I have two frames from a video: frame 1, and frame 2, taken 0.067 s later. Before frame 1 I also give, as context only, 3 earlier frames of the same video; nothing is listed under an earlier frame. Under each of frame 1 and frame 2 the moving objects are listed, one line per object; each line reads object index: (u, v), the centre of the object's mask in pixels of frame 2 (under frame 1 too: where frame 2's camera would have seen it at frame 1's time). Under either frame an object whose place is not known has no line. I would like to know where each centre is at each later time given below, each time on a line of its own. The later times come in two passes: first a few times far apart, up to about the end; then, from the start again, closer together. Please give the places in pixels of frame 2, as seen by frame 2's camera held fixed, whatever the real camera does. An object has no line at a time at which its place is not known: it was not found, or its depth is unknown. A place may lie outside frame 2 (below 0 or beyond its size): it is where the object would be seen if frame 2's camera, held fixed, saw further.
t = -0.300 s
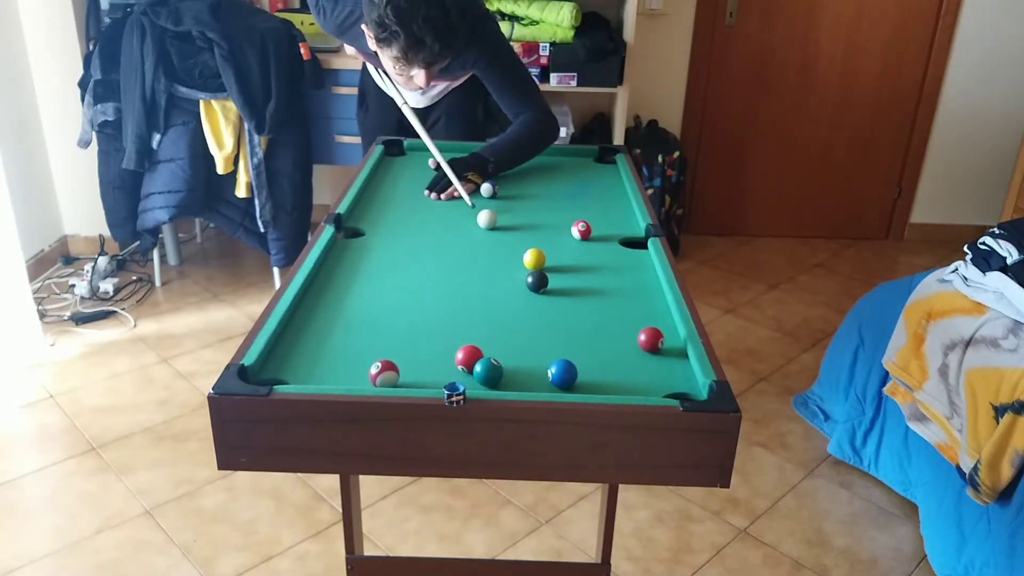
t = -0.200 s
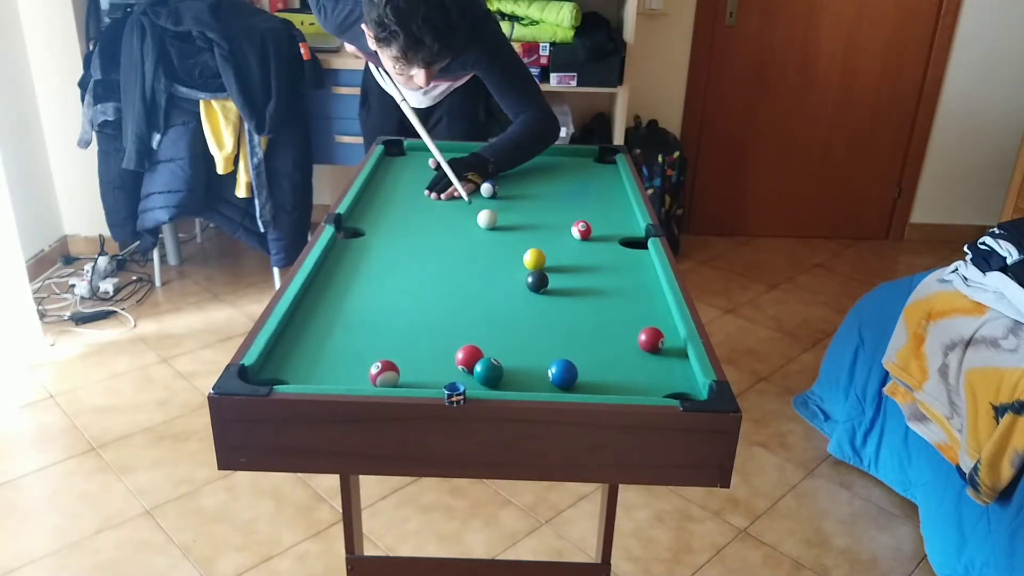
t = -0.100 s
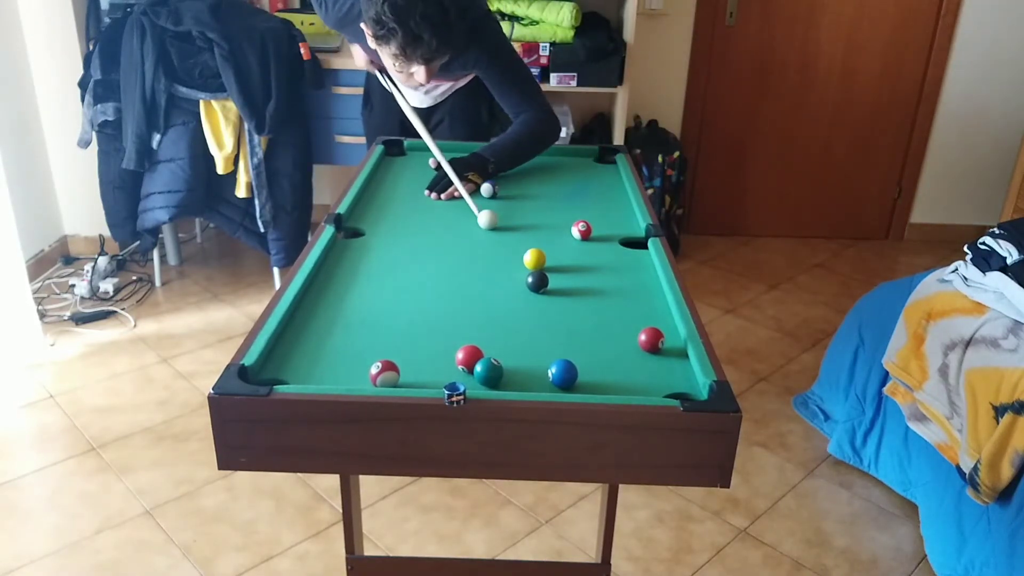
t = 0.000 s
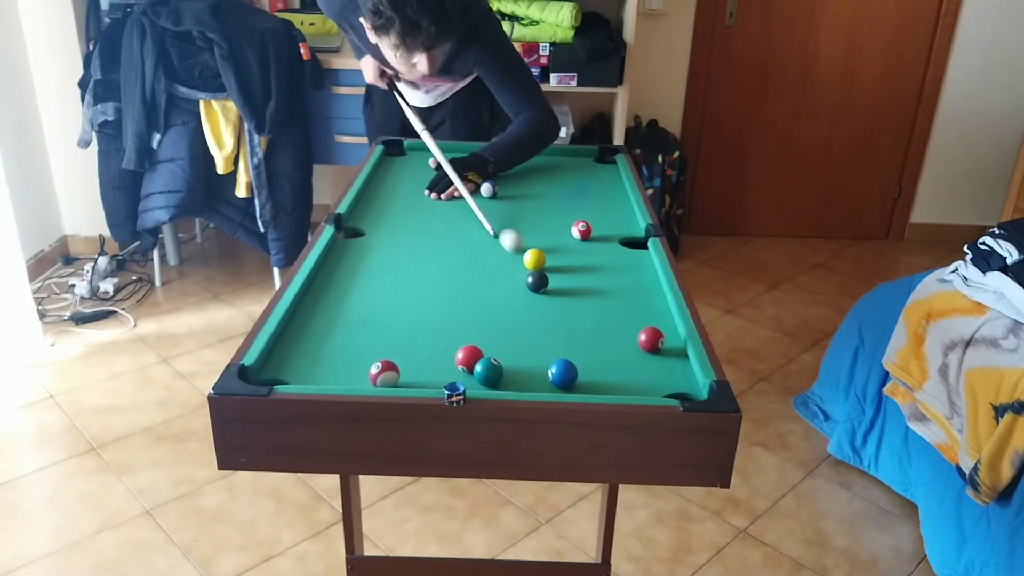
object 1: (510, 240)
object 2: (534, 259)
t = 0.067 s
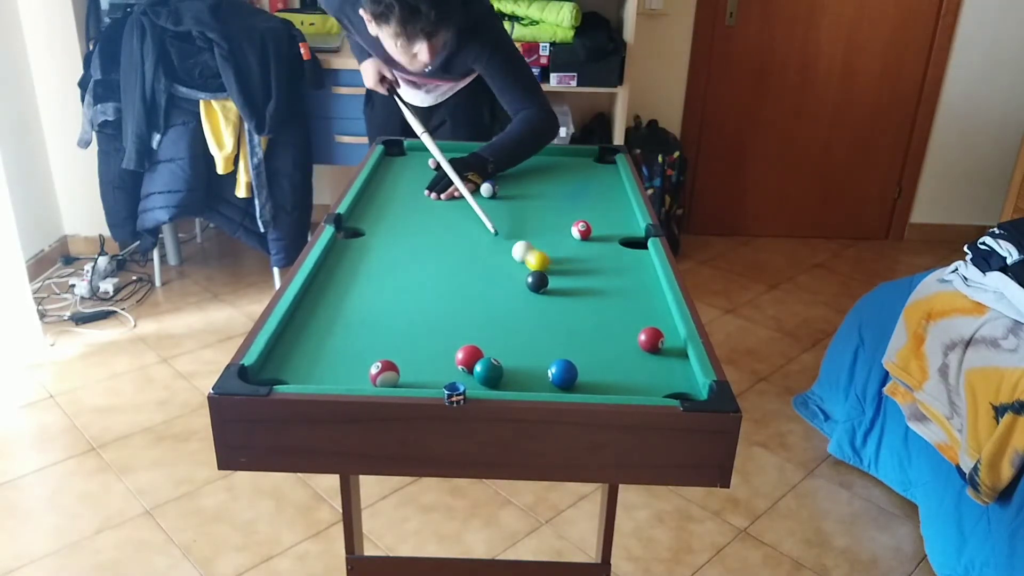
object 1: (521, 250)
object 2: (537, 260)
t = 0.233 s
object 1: (519, 255)
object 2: (571, 283)
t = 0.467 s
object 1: (517, 259)
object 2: (619, 313)
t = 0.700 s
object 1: (516, 261)
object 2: (660, 329)
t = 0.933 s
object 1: (517, 261)
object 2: (660, 334)
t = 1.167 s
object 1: (517, 261)
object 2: (653, 335)
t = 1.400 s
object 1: (517, 261)
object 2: (650, 335)
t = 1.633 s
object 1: (517, 261)
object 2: (650, 335)
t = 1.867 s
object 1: (517, 261)
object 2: (650, 335)
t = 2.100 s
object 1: (517, 261)
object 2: (650, 335)
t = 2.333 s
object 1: (517, 261)
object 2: (650, 335)
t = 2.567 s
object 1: (517, 261)
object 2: (650, 335)
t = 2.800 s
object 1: (517, 261)
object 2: (650, 335)
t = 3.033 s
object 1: (517, 261)
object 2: (650, 335)
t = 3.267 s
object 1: (517, 261)
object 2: (650, 335)
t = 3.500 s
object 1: (517, 261)
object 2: (650, 335)
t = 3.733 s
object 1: (517, 261)
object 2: (650, 335)
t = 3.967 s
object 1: (517, 261)
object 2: (650, 335)
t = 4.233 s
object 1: (517, 261)
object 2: (650, 335)
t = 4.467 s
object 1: (517, 261)
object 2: (650, 335)
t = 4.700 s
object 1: (517, 261)
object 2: (650, 335)
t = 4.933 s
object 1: (517, 261)
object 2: (650, 335)
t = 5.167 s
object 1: (517, 261)
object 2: (650, 335)
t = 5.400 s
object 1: (517, 261)
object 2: (650, 335)
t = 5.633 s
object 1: (517, 261)
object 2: (650, 335)
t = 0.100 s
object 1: (522, 252)
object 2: (545, 264)
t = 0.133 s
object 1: (521, 253)
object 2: (552, 270)
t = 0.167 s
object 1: (520, 254)
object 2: (558, 274)
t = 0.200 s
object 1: (520, 254)
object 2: (565, 279)
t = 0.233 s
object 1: (519, 255)
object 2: (571, 283)
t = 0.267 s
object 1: (519, 256)
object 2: (578, 287)
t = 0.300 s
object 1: (518, 256)
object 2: (584, 291)
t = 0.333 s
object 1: (518, 257)
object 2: (591, 296)
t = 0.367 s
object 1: (517, 258)
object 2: (598, 300)
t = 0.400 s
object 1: (517, 258)
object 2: (605, 304)
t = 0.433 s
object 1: (517, 259)
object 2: (612, 309)
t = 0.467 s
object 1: (517, 259)
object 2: (619, 313)
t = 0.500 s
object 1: (516, 259)
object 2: (626, 318)
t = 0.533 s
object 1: (516, 260)
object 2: (633, 321)
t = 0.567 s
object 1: (516, 260)
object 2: (640, 324)
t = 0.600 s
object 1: (516, 260)
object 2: (645, 326)
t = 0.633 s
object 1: (516, 261)
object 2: (650, 327)
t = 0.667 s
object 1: (516, 261)
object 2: (655, 328)
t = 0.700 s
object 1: (516, 261)
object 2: (660, 329)
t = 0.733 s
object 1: (516, 261)
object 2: (664, 331)
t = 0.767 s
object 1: (516, 261)
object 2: (668, 332)
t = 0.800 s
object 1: (517, 261)
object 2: (667, 332)
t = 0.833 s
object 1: (517, 262)
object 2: (665, 333)
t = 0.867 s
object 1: (517, 261)
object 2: (664, 333)
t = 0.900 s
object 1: (517, 261)
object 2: (662, 333)
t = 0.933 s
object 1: (517, 261)
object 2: (660, 334)
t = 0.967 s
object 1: (517, 261)
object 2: (659, 334)
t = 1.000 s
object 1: (517, 261)
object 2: (658, 334)
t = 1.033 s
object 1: (517, 261)
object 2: (656, 334)
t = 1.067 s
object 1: (517, 261)
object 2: (655, 335)
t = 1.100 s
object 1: (517, 261)
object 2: (654, 334)
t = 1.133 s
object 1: (517, 261)
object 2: (653, 335)
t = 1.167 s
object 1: (517, 261)
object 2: (653, 335)
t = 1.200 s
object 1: (517, 261)
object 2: (652, 335)
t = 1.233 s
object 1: (517, 261)
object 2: (651, 335)
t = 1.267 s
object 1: (517, 261)
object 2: (651, 335)
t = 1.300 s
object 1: (517, 261)
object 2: (650, 335)
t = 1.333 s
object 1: (517, 261)
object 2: (650, 335)
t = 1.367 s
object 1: (517, 261)
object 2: (650, 335)
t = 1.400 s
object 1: (517, 261)
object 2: (650, 335)
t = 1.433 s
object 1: (517, 261)
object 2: (650, 335)
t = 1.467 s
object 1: (517, 261)
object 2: (650, 335)
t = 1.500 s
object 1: (517, 261)
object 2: (650, 335)
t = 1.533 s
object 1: (517, 261)
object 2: (650, 335)
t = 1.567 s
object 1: (517, 261)
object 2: (650, 335)
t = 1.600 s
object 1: (517, 261)
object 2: (650, 335)
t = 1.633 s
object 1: (517, 261)
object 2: (650, 335)
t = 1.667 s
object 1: (517, 261)
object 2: (650, 335)
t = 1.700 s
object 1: (517, 261)
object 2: (650, 335)
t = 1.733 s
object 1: (517, 261)
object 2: (650, 335)
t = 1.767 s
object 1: (517, 261)
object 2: (650, 335)
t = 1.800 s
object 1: (517, 261)
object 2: (650, 335)
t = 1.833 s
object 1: (517, 261)
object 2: (650, 335)
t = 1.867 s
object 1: (517, 261)
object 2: (650, 335)
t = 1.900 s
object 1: (517, 261)
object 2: (650, 335)
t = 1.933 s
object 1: (517, 261)
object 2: (650, 335)
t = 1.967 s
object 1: (517, 261)
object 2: (650, 335)
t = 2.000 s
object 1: (517, 261)
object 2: (650, 335)
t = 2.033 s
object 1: (517, 261)
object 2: (650, 335)
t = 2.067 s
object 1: (517, 261)
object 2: (650, 335)
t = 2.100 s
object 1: (517, 261)
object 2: (650, 335)
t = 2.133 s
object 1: (517, 261)
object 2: (650, 335)
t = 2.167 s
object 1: (517, 261)
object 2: (650, 335)
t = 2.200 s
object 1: (517, 261)
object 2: (650, 335)
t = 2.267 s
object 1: (517, 261)
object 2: (650, 335)
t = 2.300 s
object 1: (517, 261)
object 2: (650, 335)
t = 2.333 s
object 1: (517, 261)
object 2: (650, 335)
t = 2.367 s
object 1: (517, 261)
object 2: (650, 335)
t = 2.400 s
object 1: (517, 261)
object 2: (650, 335)
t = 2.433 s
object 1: (517, 261)
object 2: (650, 335)
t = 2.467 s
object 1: (517, 261)
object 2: (650, 335)
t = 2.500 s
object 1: (517, 261)
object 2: (650, 335)
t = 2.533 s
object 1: (517, 261)
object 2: (650, 335)
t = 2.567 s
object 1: (517, 261)
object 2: (650, 335)
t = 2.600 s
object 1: (517, 261)
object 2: (650, 335)
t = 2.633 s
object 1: (517, 261)
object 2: (650, 335)
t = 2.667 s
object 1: (517, 261)
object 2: (650, 335)
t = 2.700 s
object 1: (517, 261)
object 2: (650, 335)
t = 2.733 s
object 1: (517, 261)
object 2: (650, 335)
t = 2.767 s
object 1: (517, 261)
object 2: (650, 335)
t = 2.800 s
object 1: (517, 261)
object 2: (650, 335)
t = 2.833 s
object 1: (517, 261)
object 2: (650, 335)
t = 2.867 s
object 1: (517, 261)
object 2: (650, 335)
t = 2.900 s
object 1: (517, 261)
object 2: (650, 335)
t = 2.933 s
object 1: (517, 261)
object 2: (650, 335)
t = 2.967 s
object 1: (517, 261)
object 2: (650, 335)
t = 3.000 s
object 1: (517, 261)
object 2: (650, 335)
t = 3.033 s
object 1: (517, 261)
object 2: (650, 335)
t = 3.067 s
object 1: (517, 261)
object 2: (650, 335)
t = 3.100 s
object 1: (517, 261)
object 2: (650, 335)
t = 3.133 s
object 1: (517, 261)
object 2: (650, 335)
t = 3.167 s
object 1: (517, 261)
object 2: (650, 335)
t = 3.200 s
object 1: (517, 261)
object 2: (650, 335)
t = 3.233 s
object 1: (517, 261)
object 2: (650, 335)
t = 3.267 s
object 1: (517, 261)
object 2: (650, 335)
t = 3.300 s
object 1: (517, 261)
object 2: (650, 335)
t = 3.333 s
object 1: (517, 261)
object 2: (650, 335)
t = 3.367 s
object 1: (517, 261)
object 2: (650, 335)
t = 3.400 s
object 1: (517, 261)
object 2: (650, 335)
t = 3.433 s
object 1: (517, 261)
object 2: (650, 335)
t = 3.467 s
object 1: (517, 261)
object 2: (650, 335)
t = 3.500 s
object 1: (517, 261)
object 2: (650, 335)
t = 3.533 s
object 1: (517, 261)
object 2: (650, 335)
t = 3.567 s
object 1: (517, 261)
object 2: (650, 335)
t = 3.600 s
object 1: (517, 261)
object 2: (650, 335)
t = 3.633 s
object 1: (517, 261)
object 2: (650, 335)
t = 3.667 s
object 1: (517, 261)
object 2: (650, 335)
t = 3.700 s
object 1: (517, 261)
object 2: (650, 335)
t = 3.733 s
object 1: (517, 261)
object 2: (650, 335)
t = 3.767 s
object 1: (517, 261)
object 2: (650, 335)
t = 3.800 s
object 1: (517, 261)
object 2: (650, 335)
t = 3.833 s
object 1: (517, 261)
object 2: (650, 335)
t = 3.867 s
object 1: (517, 261)
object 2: (650, 335)
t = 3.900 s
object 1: (517, 261)
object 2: (650, 335)
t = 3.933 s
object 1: (517, 261)
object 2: (650, 335)
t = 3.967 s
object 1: (517, 261)
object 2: (650, 335)
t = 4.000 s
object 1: (517, 261)
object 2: (650, 335)
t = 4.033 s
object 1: (517, 261)
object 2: (650, 335)
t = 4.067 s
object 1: (517, 261)
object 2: (650, 335)
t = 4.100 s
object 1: (517, 261)
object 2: (650, 335)
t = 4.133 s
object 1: (517, 261)
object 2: (650, 335)
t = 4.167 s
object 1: (517, 261)
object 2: (650, 335)
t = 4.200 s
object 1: (517, 261)
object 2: (650, 335)
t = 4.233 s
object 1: (517, 261)
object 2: (650, 335)
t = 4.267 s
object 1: (517, 261)
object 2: (650, 335)
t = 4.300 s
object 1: (517, 261)
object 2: (650, 335)
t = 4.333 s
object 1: (517, 261)
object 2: (650, 335)
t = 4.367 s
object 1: (517, 261)
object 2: (650, 335)
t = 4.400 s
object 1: (517, 261)
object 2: (650, 335)
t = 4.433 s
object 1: (517, 261)
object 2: (650, 335)
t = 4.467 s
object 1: (517, 261)
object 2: (650, 335)
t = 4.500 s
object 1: (517, 261)
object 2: (650, 335)
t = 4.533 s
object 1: (517, 261)
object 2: (650, 335)
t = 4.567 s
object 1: (517, 261)
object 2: (650, 335)
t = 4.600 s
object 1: (517, 261)
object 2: (650, 335)
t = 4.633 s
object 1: (517, 261)
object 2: (650, 335)
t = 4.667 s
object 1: (517, 261)
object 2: (650, 335)
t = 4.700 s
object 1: (517, 261)
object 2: (650, 335)
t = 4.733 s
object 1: (517, 261)
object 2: (650, 335)
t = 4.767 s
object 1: (517, 261)
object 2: (650, 335)
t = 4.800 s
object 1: (517, 261)
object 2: (650, 335)
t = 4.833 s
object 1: (517, 261)
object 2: (650, 335)
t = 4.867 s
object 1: (517, 261)
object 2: (650, 335)
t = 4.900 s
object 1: (517, 261)
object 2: (650, 335)
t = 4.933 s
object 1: (517, 261)
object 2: (650, 335)
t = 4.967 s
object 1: (517, 261)
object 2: (650, 335)
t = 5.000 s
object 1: (517, 261)
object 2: (650, 335)
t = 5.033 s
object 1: (517, 261)
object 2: (650, 335)
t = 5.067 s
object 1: (517, 261)
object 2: (650, 335)
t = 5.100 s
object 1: (517, 261)
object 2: (650, 335)
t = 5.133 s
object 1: (517, 261)
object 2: (650, 335)
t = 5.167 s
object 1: (517, 261)
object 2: (650, 335)
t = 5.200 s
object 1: (517, 261)
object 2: (650, 335)
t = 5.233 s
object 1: (517, 261)
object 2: (650, 335)
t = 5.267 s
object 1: (517, 261)
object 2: (650, 335)
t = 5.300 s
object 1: (517, 261)
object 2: (650, 335)
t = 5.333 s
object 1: (517, 261)
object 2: (650, 335)
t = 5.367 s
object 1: (517, 261)
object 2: (650, 335)
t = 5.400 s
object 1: (517, 261)
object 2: (650, 335)
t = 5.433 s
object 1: (517, 261)
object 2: (650, 335)
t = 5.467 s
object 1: (517, 261)
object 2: (650, 335)
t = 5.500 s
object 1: (517, 261)
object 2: (650, 335)
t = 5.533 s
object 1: (517, 261)
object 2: (650, 335)
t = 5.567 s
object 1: (517, 261)
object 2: (650, 335)
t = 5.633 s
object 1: (517, 261)
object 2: (650, 335)
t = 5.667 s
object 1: (517, 261)
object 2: (650, 335)
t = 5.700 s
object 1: (517, 261)
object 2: (650, 335)
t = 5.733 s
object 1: (517, 261)
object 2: (650, 335)
